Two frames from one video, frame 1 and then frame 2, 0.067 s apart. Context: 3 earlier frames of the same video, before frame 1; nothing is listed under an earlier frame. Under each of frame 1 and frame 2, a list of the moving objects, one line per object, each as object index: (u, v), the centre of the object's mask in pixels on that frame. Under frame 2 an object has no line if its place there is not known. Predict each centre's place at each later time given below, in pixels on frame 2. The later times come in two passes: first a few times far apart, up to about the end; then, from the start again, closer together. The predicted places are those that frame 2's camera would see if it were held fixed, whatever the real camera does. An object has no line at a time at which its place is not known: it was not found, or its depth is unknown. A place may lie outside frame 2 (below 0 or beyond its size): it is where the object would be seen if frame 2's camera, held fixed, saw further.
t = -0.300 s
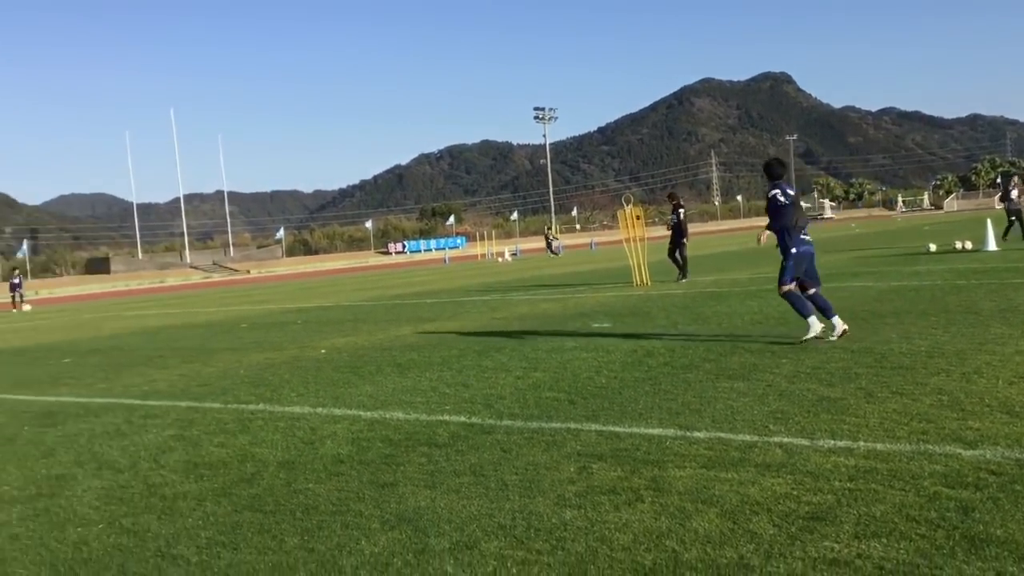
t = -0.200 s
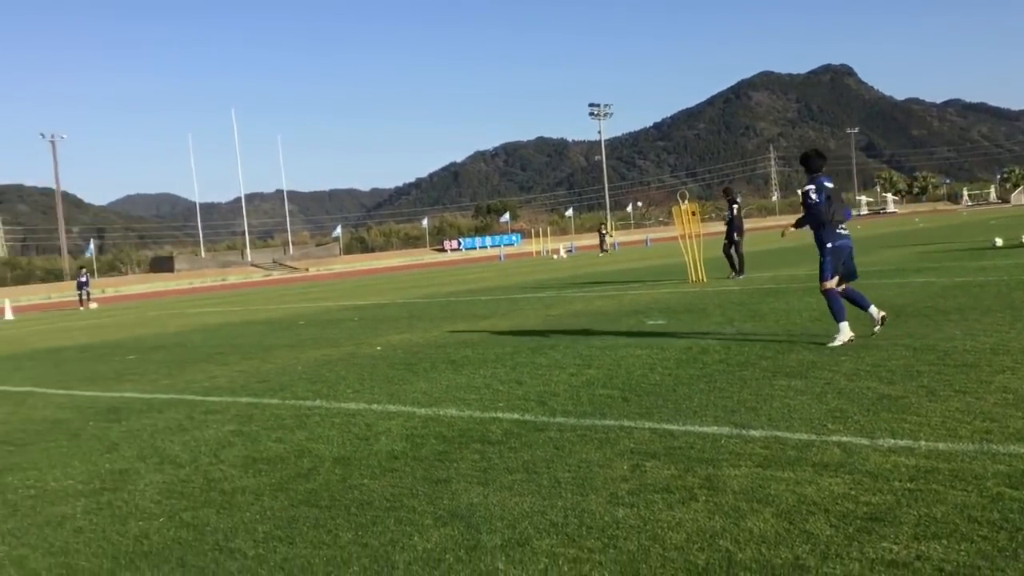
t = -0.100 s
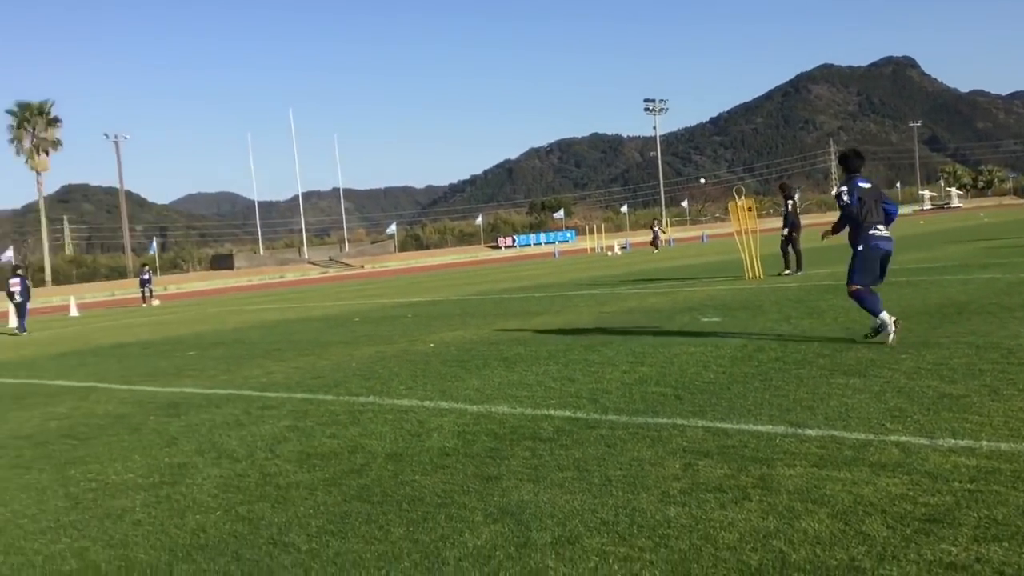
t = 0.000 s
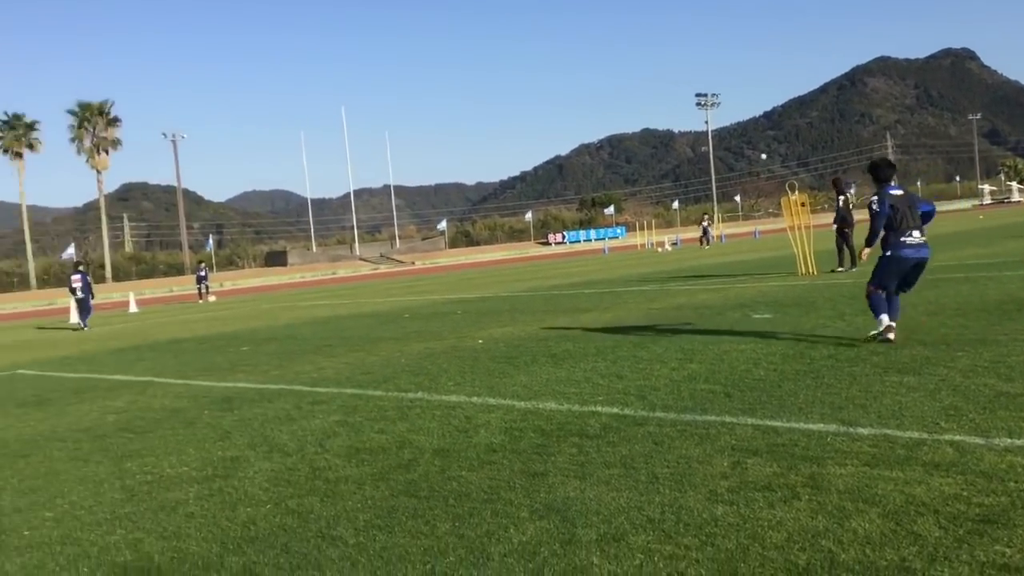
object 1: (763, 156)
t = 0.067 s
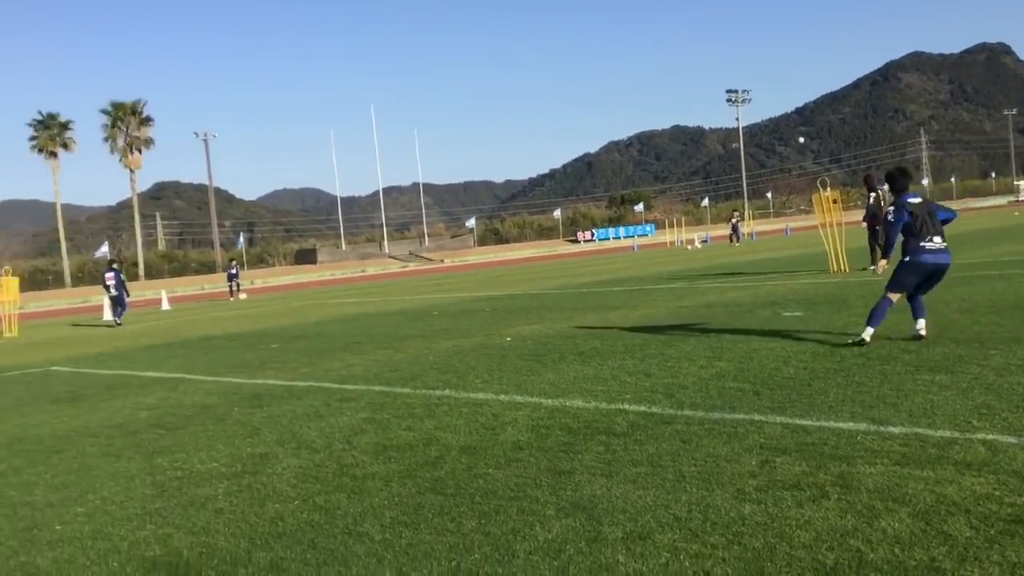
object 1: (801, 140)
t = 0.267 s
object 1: (822, 103)
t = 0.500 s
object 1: (853, 64)
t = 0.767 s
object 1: (900, 22)
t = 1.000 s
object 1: (957, -8)
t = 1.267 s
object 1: (1037, -27)
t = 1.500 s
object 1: (1135, -25)
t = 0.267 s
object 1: (822, 103)
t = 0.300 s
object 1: (826, 97)
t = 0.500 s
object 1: (853, 64)
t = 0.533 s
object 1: (858, 58)
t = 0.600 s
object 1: (869, 48)
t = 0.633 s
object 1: (874, 42)
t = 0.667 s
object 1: (880, 37)
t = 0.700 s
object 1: (887, 33)
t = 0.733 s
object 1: (893, 27)
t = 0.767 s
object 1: (900, 22)
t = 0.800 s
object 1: (908, 17)
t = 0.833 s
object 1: (915, 13)
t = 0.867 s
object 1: (922, 8)
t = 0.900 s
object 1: (931, 5)
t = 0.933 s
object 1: (940, 0)
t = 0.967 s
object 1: (948, -4)
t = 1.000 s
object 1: (957, -8)
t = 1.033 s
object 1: (964, -11)
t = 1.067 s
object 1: (973, -15)
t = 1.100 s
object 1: (983, -18)
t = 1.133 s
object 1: (994, -20)
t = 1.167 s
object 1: (1004, -23)
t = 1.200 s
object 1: (1014, -24)
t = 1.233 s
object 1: (1025, -26)
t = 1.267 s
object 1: (1037, -27)
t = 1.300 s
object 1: (1049, -28)
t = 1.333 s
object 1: (1062, -29)
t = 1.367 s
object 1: (1076, -29)
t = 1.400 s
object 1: (1089, -29)
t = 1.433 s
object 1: (1103, -28)
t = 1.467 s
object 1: (1119, -27)
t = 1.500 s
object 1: (1135, -25)
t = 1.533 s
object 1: (1151, -22)
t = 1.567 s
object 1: (1168, -19)
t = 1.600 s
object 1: (1187, -15)
